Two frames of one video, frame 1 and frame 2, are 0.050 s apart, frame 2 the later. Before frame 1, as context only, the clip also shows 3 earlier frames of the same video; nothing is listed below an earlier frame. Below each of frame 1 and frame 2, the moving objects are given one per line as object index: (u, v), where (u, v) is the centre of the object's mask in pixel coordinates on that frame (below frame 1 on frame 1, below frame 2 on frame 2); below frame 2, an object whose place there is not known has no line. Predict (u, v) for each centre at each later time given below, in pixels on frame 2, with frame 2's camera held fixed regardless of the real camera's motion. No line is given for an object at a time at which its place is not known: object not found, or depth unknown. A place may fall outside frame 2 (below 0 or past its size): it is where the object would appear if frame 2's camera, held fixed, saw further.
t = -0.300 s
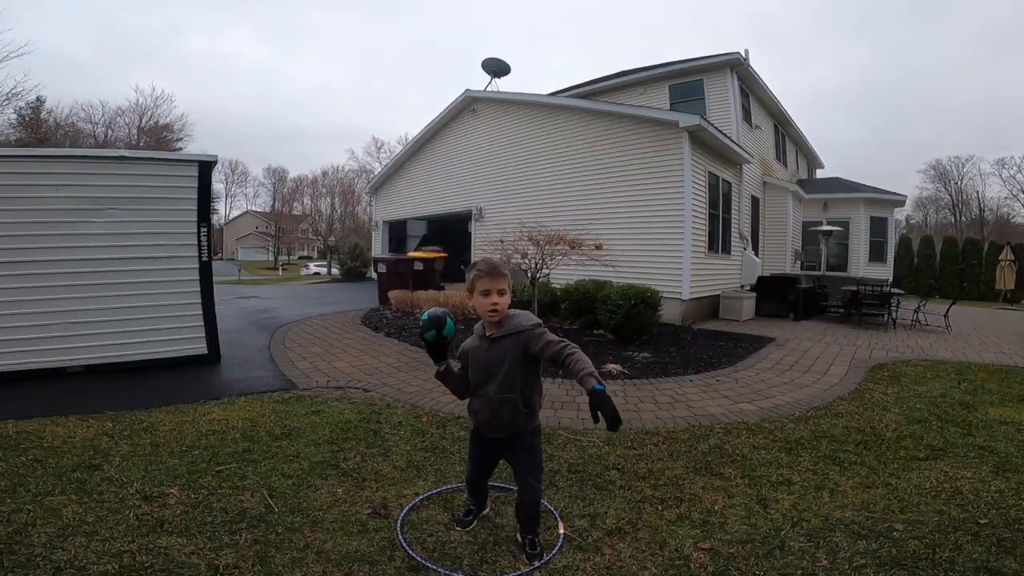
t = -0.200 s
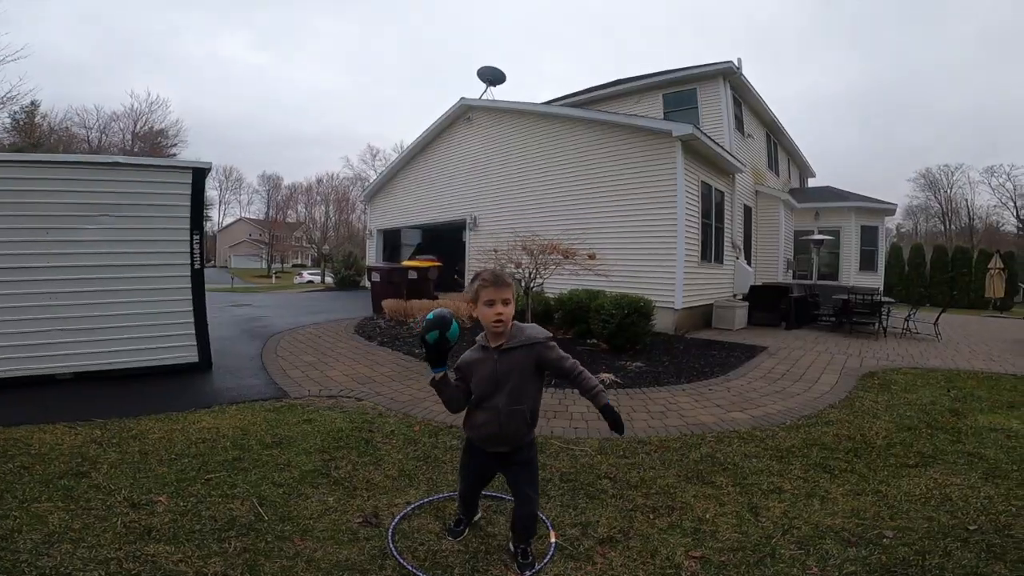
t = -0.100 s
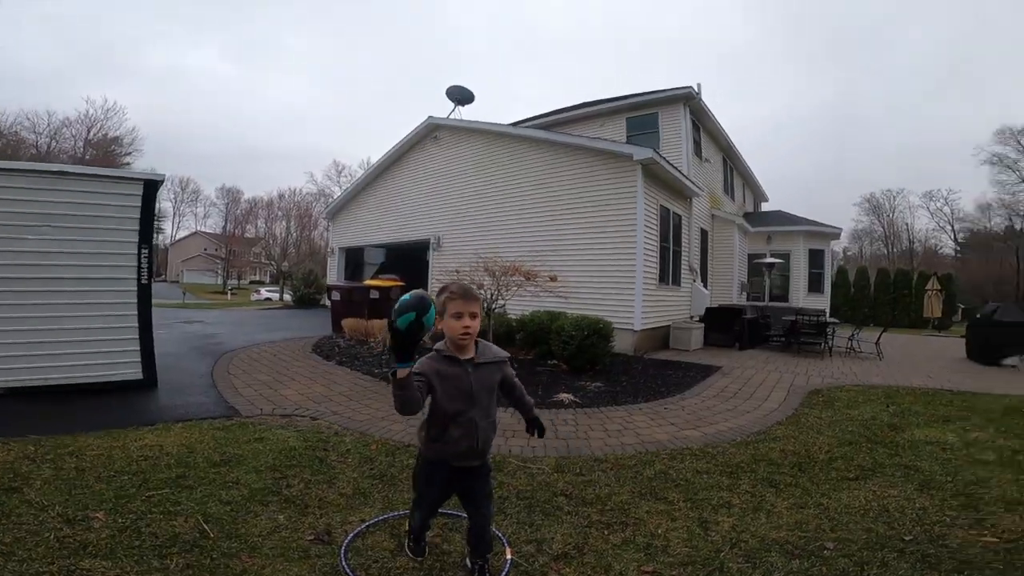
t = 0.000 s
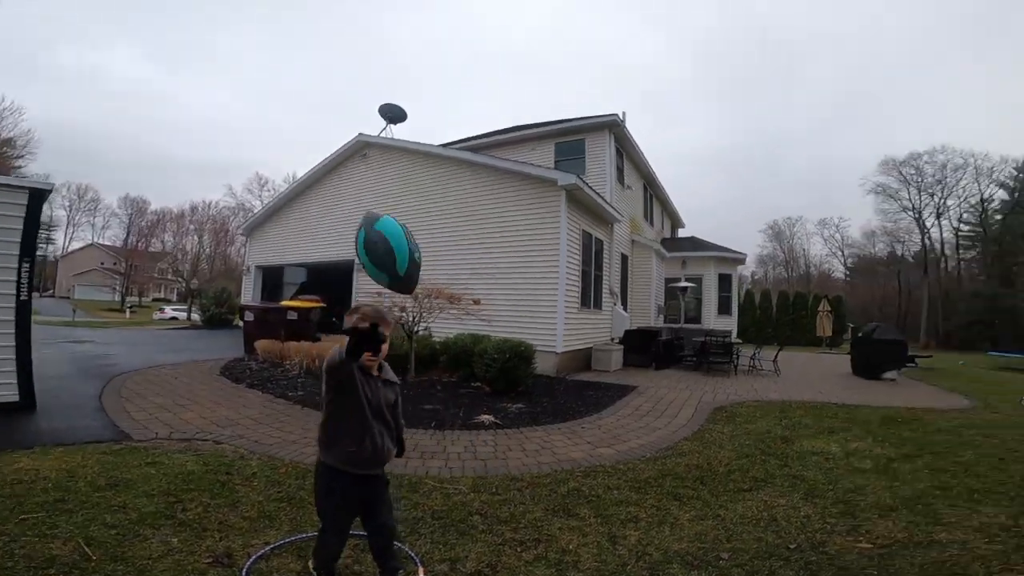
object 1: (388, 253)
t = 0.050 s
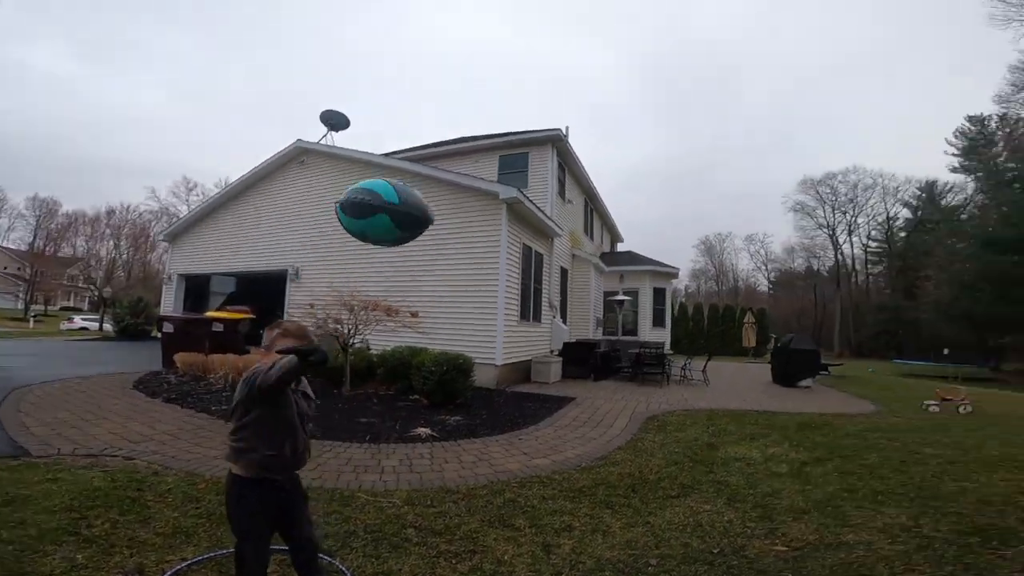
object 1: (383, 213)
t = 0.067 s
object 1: (408, 193)
